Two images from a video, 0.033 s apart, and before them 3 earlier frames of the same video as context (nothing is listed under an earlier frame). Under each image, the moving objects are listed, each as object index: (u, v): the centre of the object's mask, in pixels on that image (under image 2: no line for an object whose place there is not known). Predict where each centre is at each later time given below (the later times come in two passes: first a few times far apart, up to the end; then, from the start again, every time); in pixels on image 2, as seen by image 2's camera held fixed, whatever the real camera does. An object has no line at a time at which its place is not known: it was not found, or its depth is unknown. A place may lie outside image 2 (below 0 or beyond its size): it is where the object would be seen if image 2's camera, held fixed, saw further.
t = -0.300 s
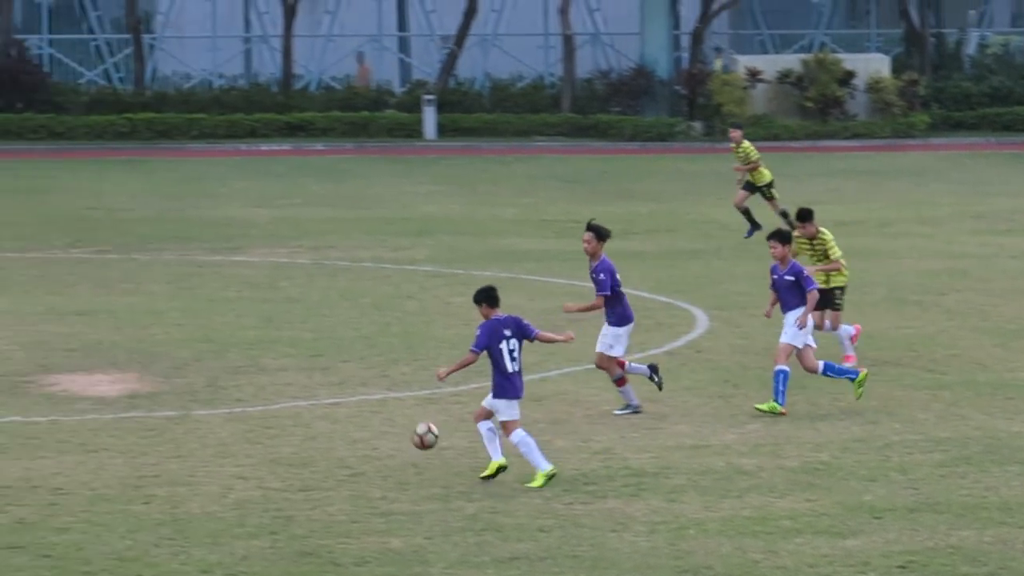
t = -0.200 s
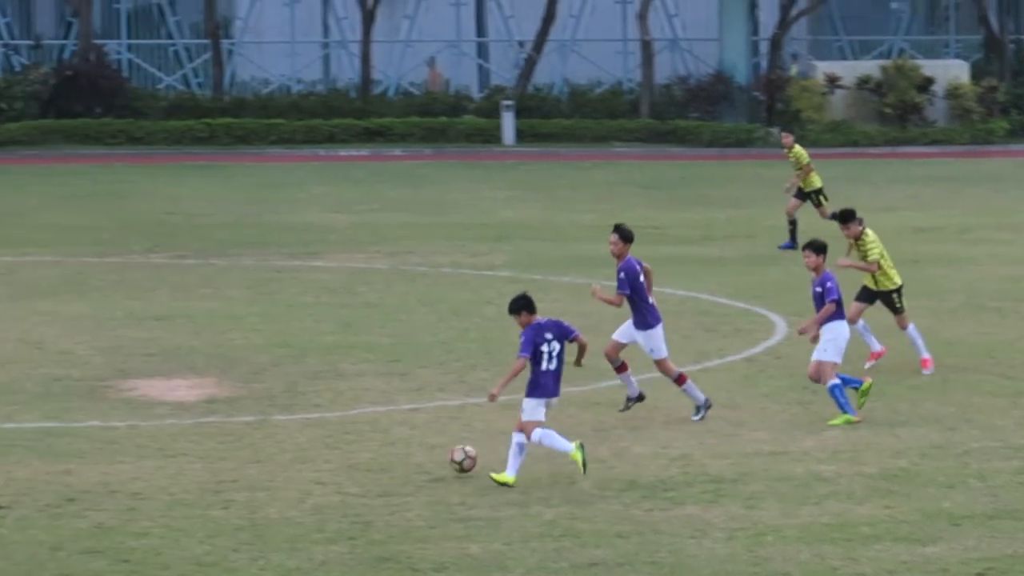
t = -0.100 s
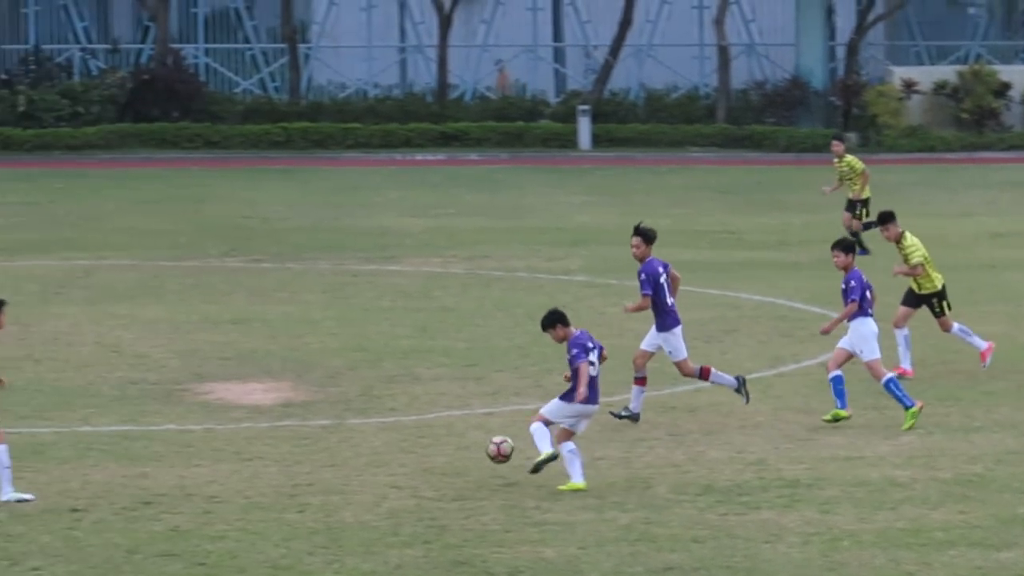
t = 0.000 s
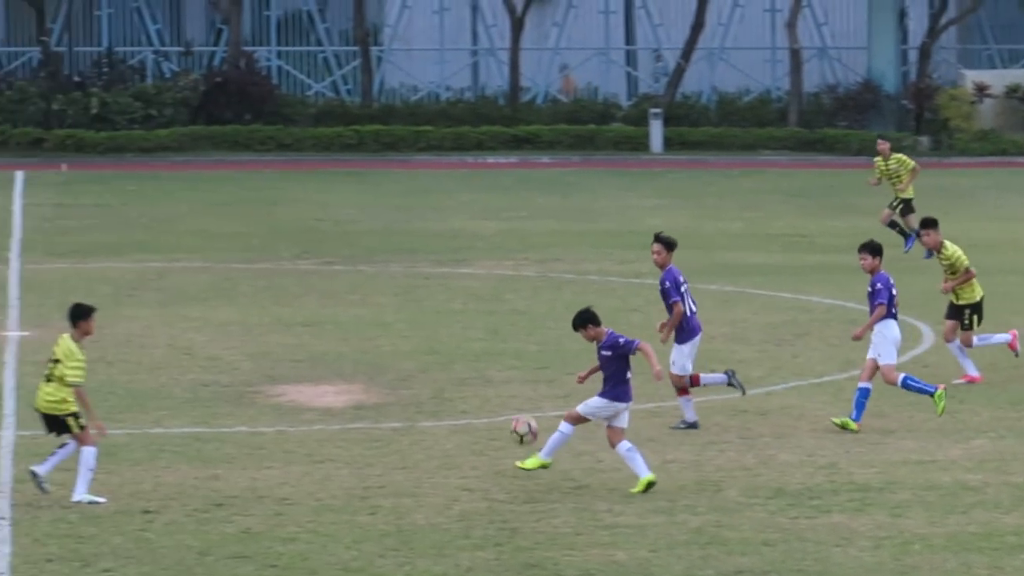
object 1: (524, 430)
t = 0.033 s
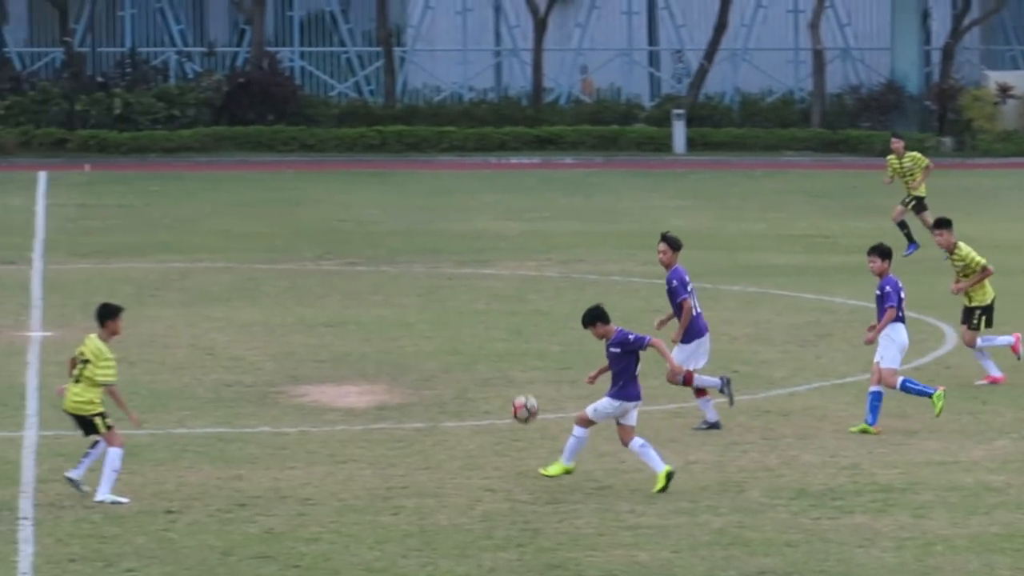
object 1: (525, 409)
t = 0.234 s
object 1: (397, 307)
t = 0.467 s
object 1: (258, 253)
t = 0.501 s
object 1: (238, 251)
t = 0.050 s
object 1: (514, 398)
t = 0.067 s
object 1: (503, 388)
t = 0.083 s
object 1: (492, 379)
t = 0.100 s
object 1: (481, 369)
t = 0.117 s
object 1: (471, 360)
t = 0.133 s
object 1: (460, 352)
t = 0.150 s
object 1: (449, 344)
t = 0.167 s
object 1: (439, 336)
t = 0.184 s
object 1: (428, 328)
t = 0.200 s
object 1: (418, 321)
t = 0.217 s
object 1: (407, 314)
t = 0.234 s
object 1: (397, 307)
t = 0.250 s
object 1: (386, 302)
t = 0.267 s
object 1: (376, 296)
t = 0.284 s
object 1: (366, 290)
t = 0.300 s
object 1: (357, 285)
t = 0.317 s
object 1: (347, 281)
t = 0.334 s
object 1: (336, 276)
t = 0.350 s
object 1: (326, 272)
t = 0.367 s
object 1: (316, 268)
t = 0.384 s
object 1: (307, 265)
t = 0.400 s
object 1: (296, 262)
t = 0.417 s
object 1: (287, 259)
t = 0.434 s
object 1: (277, 257)
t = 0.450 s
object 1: (267, 255)
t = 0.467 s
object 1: (258, 253)
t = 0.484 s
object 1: (248, 252)
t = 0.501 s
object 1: (238, 251)
